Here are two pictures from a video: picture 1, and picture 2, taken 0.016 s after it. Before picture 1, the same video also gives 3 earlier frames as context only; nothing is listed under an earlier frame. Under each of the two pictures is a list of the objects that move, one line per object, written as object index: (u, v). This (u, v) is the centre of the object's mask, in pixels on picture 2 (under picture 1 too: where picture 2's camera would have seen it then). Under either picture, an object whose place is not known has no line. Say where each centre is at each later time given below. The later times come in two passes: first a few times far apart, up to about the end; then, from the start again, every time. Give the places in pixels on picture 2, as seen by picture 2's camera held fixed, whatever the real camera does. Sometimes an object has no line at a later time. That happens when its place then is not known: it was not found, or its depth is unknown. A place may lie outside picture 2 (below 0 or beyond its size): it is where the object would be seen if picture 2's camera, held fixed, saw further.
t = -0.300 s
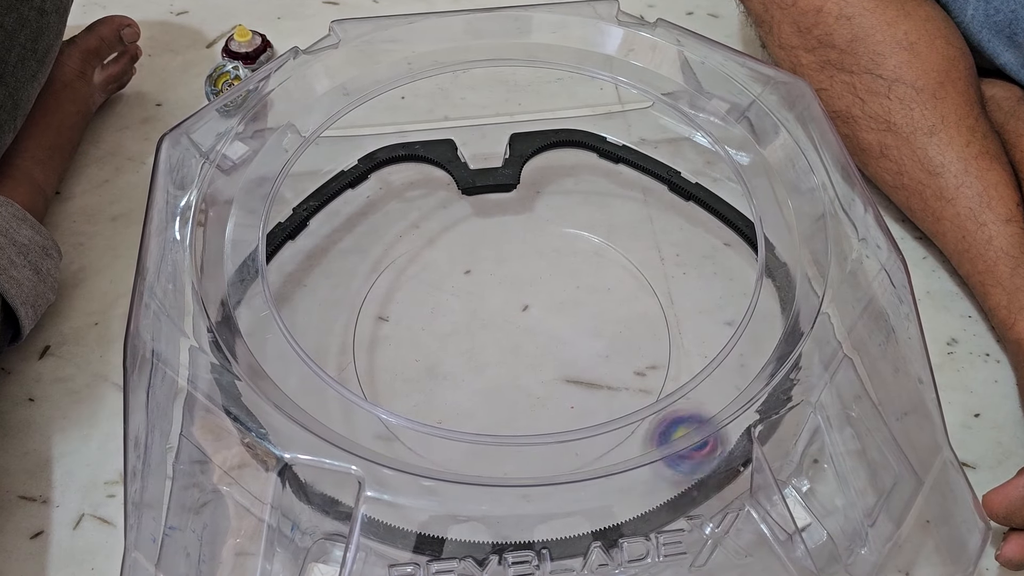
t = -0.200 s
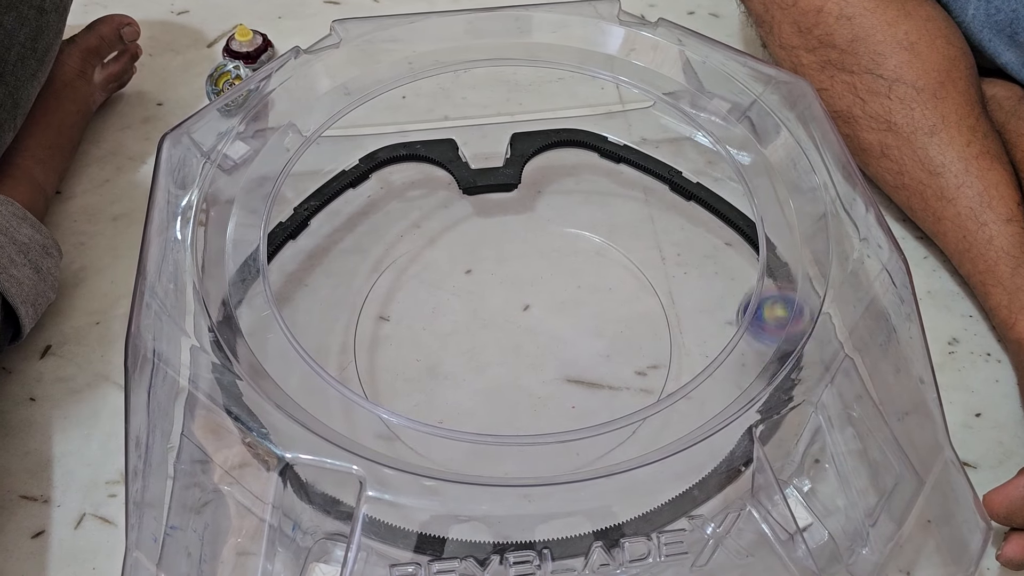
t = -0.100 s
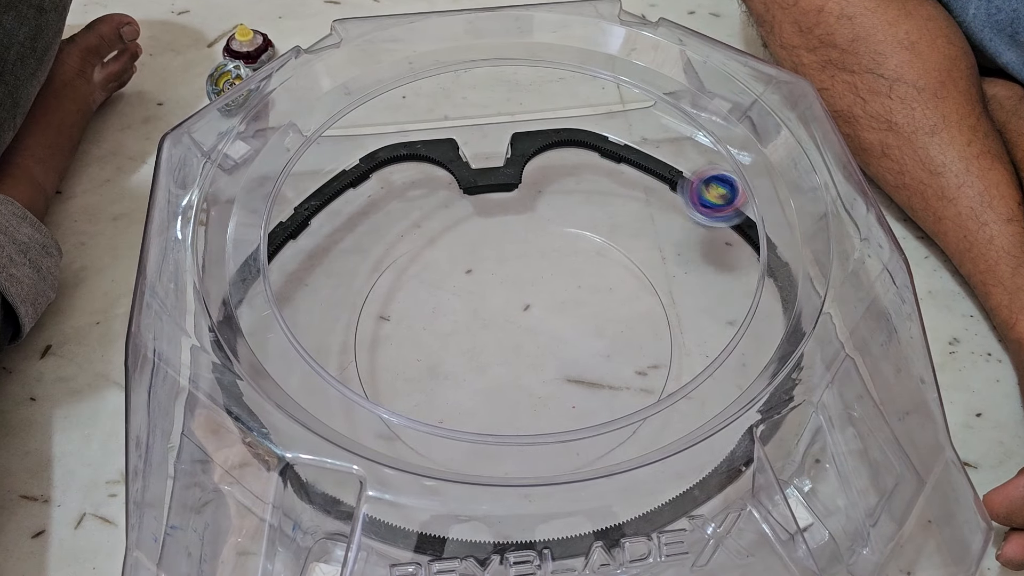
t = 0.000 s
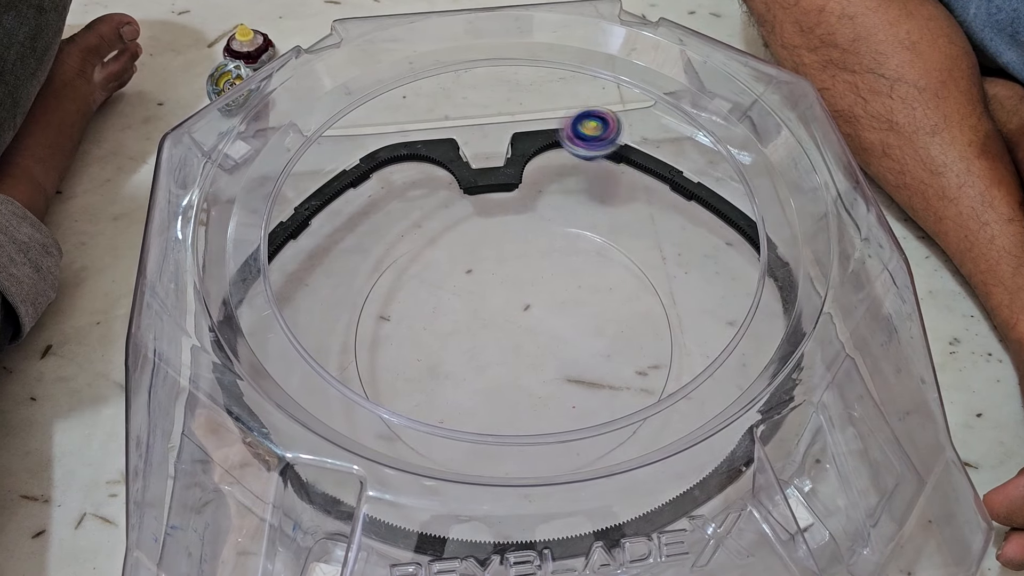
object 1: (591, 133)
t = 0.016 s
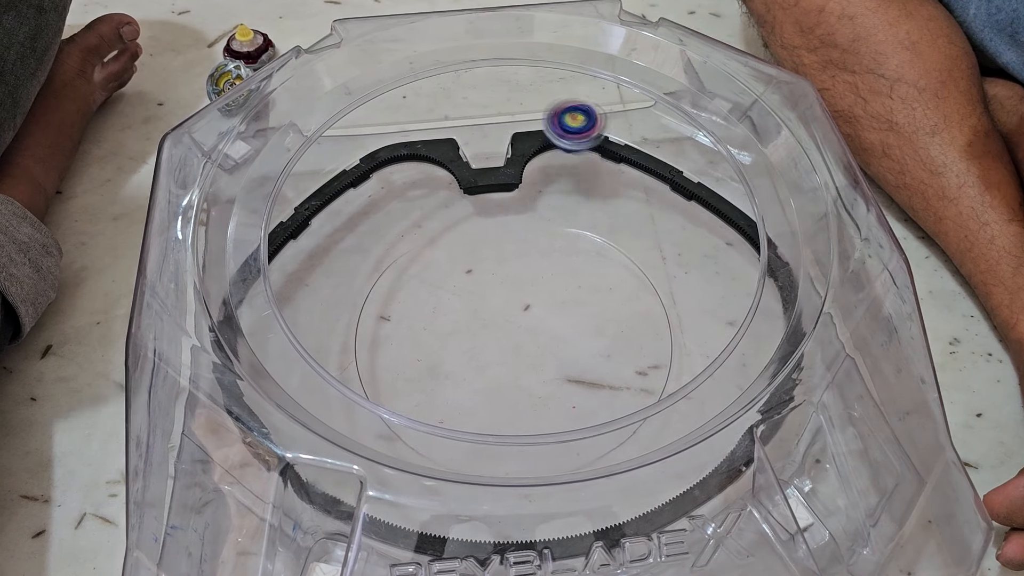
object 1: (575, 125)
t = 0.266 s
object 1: (511, 340)
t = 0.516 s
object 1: (546, 383)
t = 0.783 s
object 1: (566, 302)
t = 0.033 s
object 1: (555, 129)
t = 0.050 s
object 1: (541, 139)
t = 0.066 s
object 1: (534, 155)
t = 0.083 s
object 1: (533, 172)
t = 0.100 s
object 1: (531, 190)
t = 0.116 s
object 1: (531, 206)
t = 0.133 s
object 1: (530, 221)
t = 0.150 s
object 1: (527, 237)
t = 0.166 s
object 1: (525, 255)
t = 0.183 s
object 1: (524, 271)
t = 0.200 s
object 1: (521, 285)
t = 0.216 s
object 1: (518, 301)
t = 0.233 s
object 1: (515, 314)
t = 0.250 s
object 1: (513, 326)
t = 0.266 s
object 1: (511, 340)
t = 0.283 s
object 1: (506, 351)
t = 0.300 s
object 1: (504, 360)
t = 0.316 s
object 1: (503, 368)
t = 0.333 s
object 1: (501, 375)
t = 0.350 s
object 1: (500, 382)
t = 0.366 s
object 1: (500, 386)
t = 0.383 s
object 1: (501, 389)
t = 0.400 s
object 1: (503, 391)
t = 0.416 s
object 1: (506, 392)
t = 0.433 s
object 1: (511, 392)
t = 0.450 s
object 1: (517, 390)
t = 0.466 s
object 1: (523, 389)
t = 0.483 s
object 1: (531, 388)
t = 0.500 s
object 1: (538, 385)
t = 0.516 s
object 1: (546, 383)
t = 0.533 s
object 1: (554, 379)
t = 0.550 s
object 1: (559, 376)
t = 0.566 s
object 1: (565, 371)
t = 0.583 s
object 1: (570, 366)
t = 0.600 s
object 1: (574, 361)
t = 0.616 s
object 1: (578, 356)
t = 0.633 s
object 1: (579, 351)
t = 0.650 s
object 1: (581, 345)
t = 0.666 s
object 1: (581, 340)
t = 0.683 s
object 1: (581, 333)
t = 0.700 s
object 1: (580, 327)
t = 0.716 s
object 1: (578, 322)
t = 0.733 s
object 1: (576, 316)
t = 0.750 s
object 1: (573, 311)
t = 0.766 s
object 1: (570, 306)
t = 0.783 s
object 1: (566, 302)
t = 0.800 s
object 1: (562, 298)
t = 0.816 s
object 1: (557, 294)
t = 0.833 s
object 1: (552, 290)
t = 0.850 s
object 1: (547, 287)
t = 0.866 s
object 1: (541, 284)
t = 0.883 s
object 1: (535, 282)
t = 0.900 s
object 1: (530, 279)
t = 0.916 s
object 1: (523, 278)
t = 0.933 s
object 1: (518, 277)
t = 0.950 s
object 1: (513, 276)
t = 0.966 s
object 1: (507, 276)
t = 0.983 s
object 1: (502, 275)
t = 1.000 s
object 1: (495, 276)
